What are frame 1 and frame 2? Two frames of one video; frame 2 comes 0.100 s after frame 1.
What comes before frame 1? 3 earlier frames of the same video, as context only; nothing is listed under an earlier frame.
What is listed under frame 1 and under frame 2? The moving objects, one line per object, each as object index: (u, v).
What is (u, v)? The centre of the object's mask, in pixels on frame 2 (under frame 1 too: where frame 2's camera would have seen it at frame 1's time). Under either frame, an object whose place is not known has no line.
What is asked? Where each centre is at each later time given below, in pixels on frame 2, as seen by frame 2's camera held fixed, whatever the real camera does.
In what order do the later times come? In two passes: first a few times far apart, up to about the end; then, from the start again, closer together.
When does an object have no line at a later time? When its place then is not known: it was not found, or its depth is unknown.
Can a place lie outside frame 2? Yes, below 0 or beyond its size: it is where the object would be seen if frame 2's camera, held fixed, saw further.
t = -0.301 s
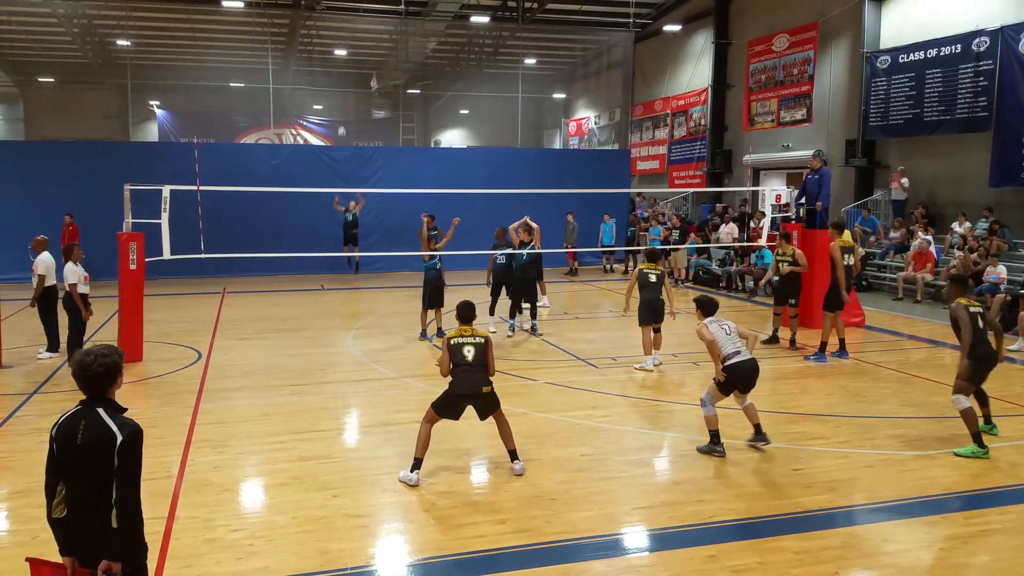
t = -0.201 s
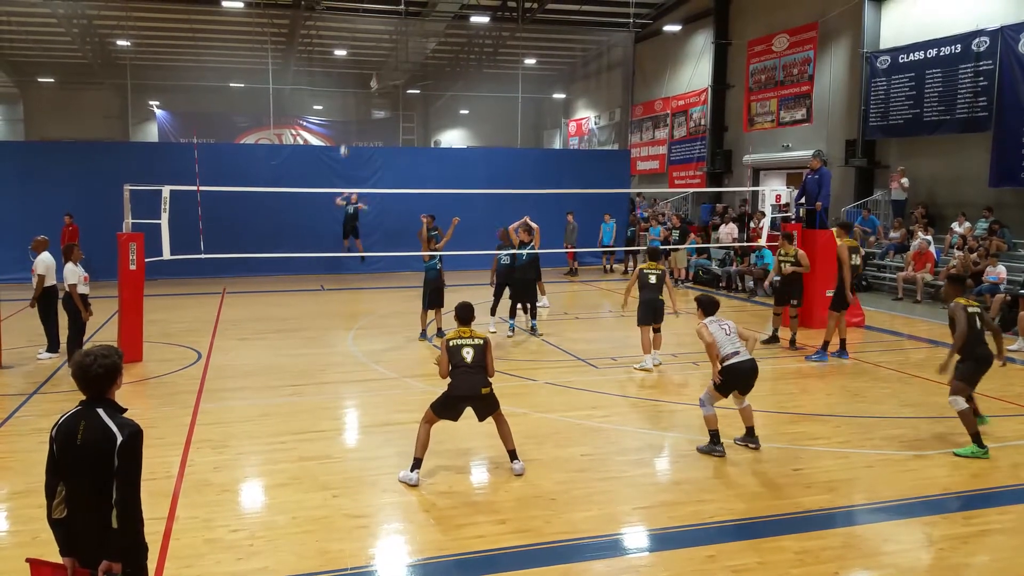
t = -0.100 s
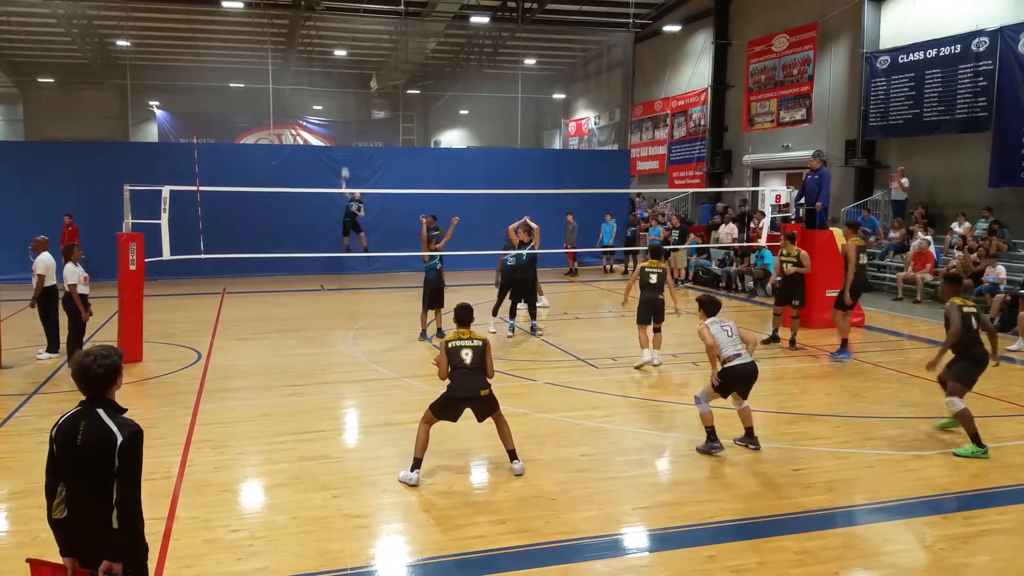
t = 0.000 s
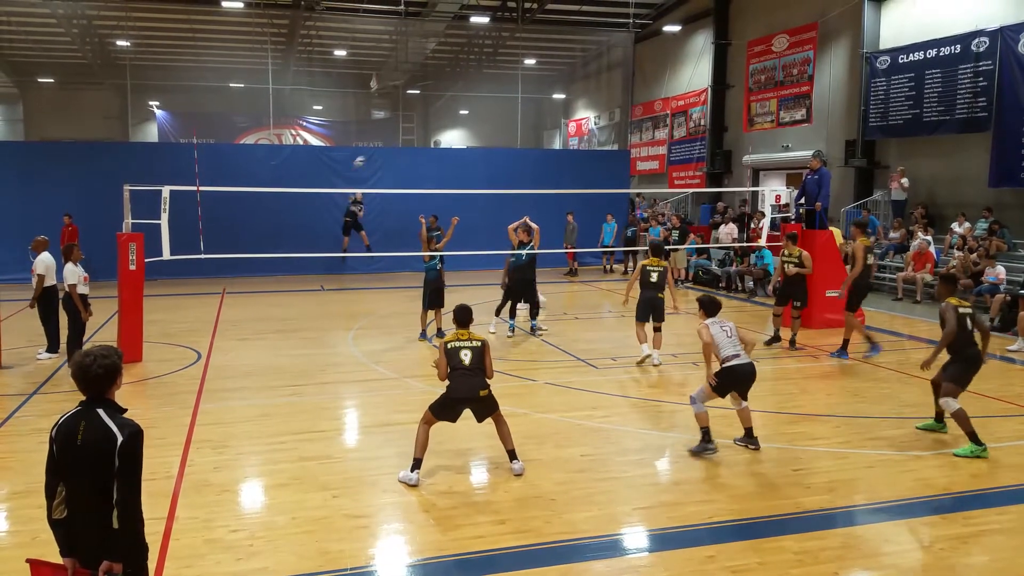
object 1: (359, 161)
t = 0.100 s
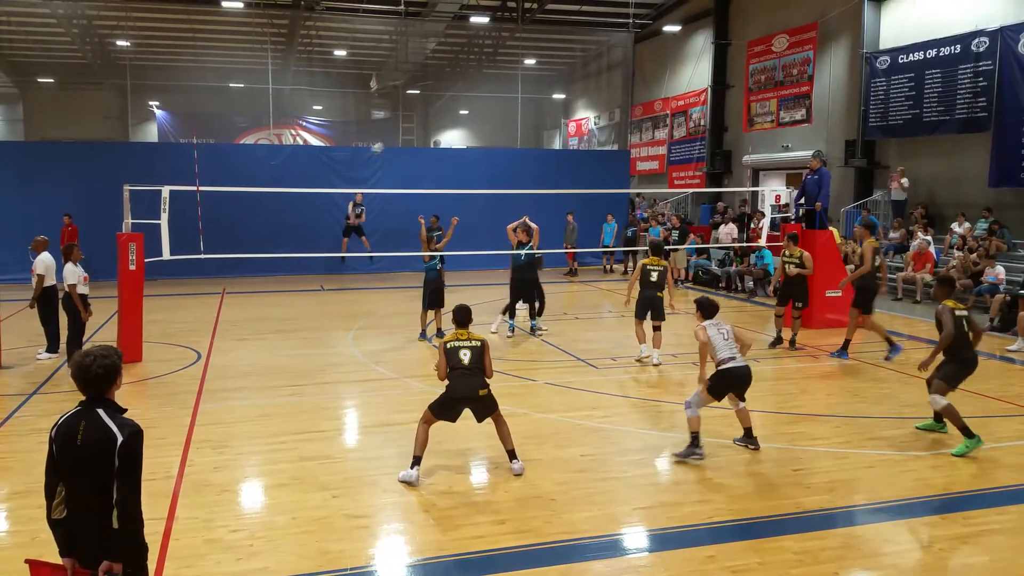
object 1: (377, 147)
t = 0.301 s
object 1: (422, 139)
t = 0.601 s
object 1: (526, 191)
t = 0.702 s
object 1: (573, 237)
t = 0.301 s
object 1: (422, 139)
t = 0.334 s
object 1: (431, 139)
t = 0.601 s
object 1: (526, 191)
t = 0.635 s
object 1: (542, 205)
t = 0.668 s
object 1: (556, 219)
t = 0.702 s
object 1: (573, 237)
